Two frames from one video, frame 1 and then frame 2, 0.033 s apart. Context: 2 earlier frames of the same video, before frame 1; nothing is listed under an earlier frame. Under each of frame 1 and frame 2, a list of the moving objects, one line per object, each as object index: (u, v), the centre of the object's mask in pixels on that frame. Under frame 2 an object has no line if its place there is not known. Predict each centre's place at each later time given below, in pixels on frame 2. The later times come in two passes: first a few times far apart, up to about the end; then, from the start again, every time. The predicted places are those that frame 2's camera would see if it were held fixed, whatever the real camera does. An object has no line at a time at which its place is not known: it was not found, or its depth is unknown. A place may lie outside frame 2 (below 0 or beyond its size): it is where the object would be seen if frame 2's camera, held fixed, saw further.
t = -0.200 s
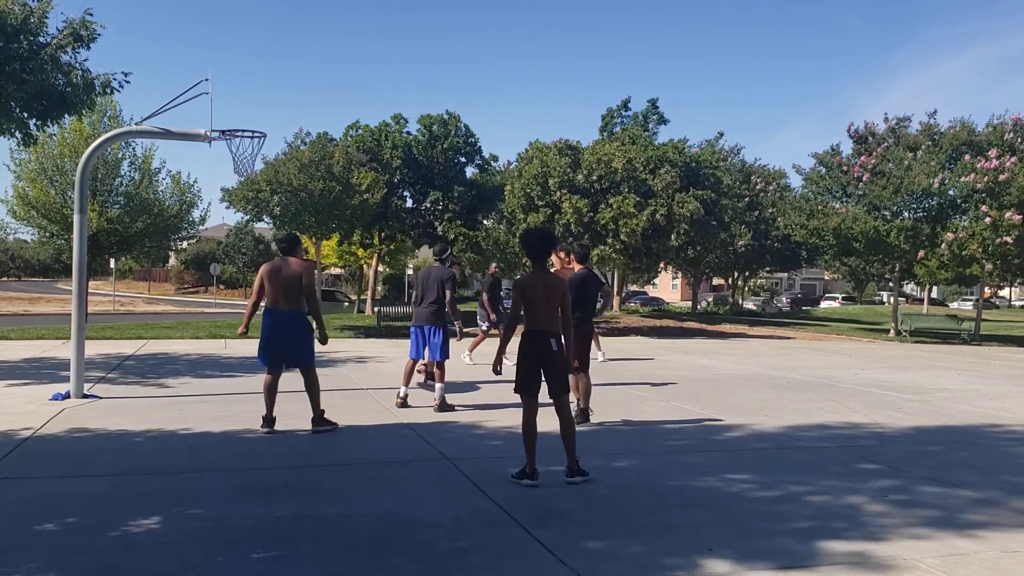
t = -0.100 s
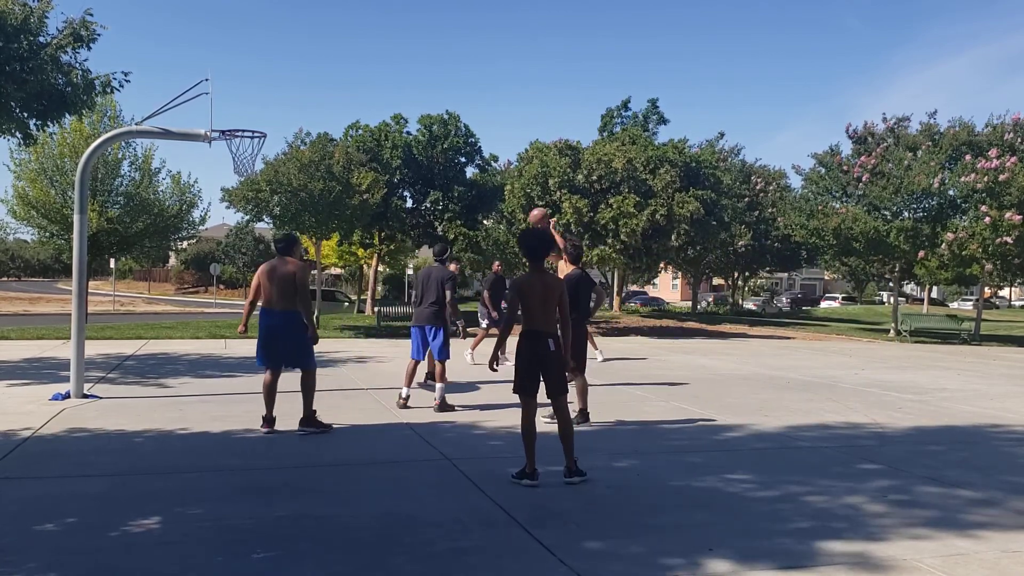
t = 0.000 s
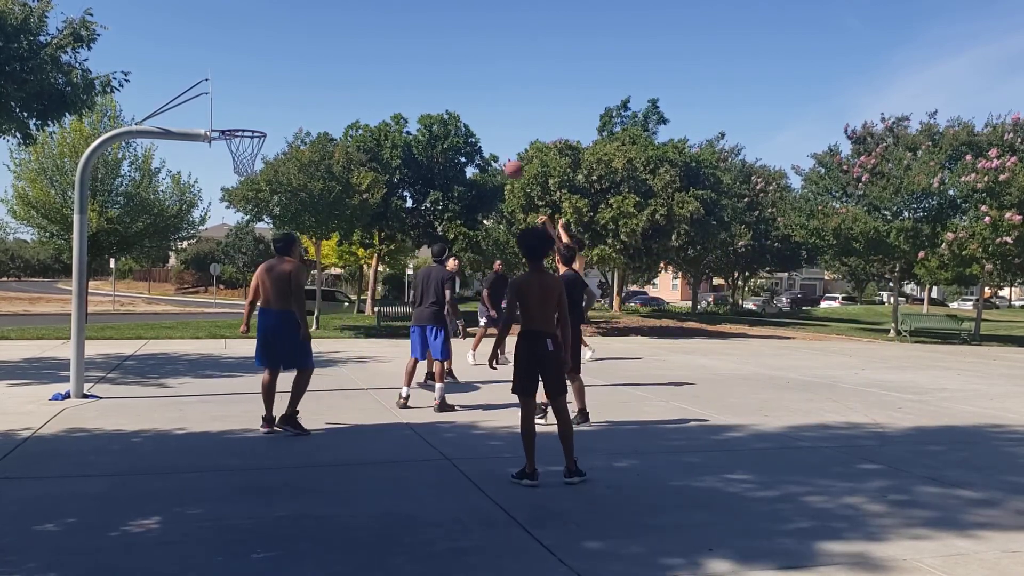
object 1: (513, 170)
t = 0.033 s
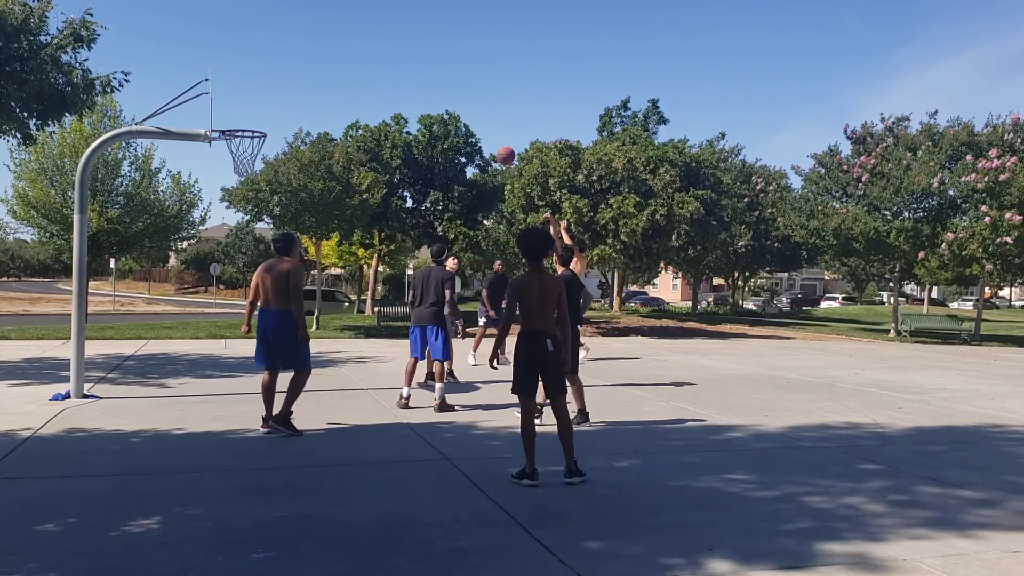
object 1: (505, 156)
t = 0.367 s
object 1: (415, 53)
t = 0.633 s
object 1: (337, 33)
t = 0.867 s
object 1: (265, 64)
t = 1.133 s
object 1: (259, 113)
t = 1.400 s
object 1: (342, 124)
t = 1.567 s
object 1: (390, 160)
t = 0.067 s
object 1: (497, 142)
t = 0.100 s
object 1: (488, 129)
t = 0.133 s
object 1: (479, 117)
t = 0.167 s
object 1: (470, 105)
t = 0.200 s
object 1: (461, 94)
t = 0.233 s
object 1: (452, 84)
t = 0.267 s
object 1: (443, 76)
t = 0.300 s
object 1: (433, 67)
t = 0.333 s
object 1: (424, 60)
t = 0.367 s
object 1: (415, 53)
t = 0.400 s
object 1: (405, 48)
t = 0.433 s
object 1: (396, 43)
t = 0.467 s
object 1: (386, 39)
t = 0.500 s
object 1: (376, 36)
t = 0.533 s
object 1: (366, 34)
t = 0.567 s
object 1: (356, 33)
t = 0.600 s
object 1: (347, 32)
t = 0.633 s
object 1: (337, 33)
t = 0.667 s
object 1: (327, 35)
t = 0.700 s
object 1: (317, 37)
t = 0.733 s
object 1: (306, 40)
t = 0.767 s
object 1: (296, 45)
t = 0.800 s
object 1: (286, 50)
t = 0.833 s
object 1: (275, 57)
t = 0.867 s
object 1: (265, 64)
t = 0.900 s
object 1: (254, 72)
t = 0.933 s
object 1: (244, 81)
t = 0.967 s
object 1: (233, 92)
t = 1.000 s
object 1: (222, 103)
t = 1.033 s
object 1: (227, 112)
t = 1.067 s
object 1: (236, 119)
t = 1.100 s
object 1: (248, 116)
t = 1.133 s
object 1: (259, 113)
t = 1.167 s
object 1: (270, 111)
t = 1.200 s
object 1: (281, 111)
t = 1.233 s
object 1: (291, 110)
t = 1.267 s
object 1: (301, 111)
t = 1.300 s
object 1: (312, 113)
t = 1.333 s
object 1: (322, 116)
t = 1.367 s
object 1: (332, 120)
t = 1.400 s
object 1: (342, 124)
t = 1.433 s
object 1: (352, 130)
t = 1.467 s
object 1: (361, 136)
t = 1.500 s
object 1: (371, 143)
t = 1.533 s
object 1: (380, 151)
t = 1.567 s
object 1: (390, 160)
